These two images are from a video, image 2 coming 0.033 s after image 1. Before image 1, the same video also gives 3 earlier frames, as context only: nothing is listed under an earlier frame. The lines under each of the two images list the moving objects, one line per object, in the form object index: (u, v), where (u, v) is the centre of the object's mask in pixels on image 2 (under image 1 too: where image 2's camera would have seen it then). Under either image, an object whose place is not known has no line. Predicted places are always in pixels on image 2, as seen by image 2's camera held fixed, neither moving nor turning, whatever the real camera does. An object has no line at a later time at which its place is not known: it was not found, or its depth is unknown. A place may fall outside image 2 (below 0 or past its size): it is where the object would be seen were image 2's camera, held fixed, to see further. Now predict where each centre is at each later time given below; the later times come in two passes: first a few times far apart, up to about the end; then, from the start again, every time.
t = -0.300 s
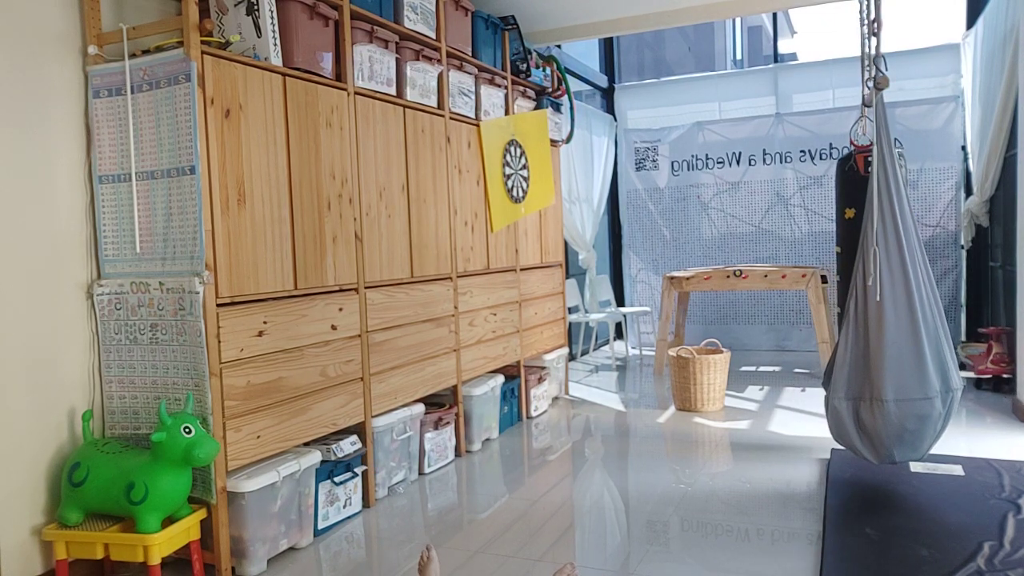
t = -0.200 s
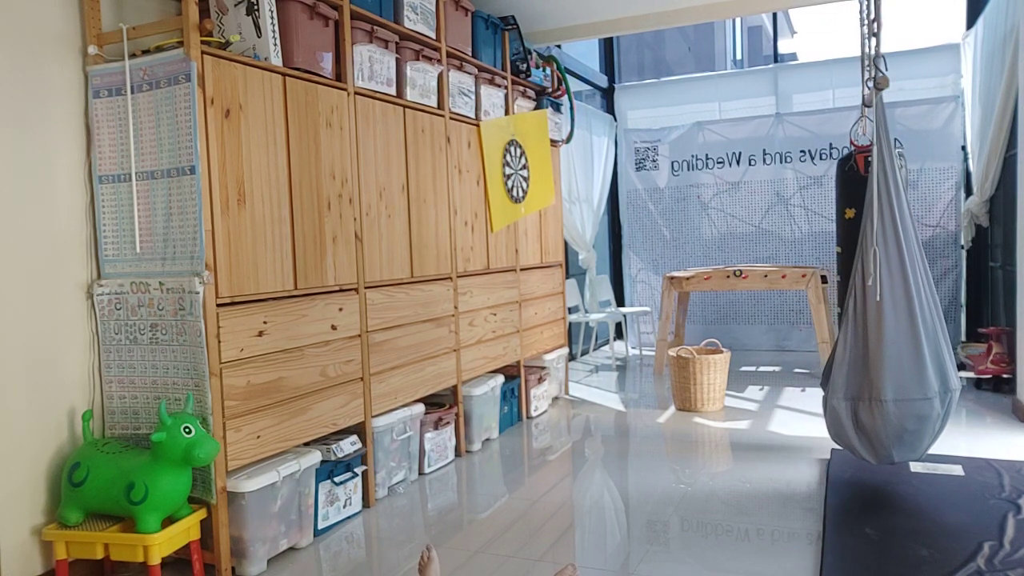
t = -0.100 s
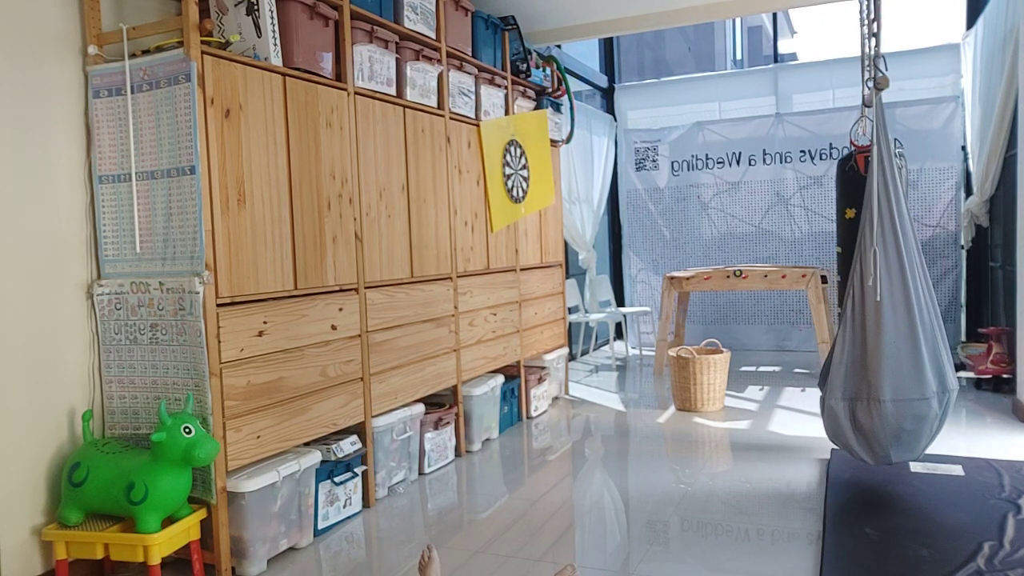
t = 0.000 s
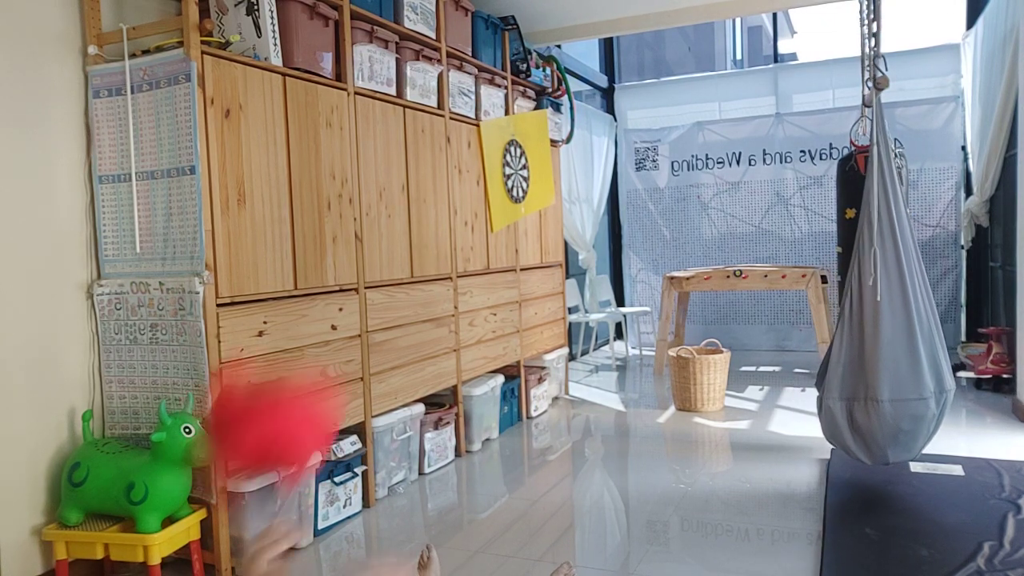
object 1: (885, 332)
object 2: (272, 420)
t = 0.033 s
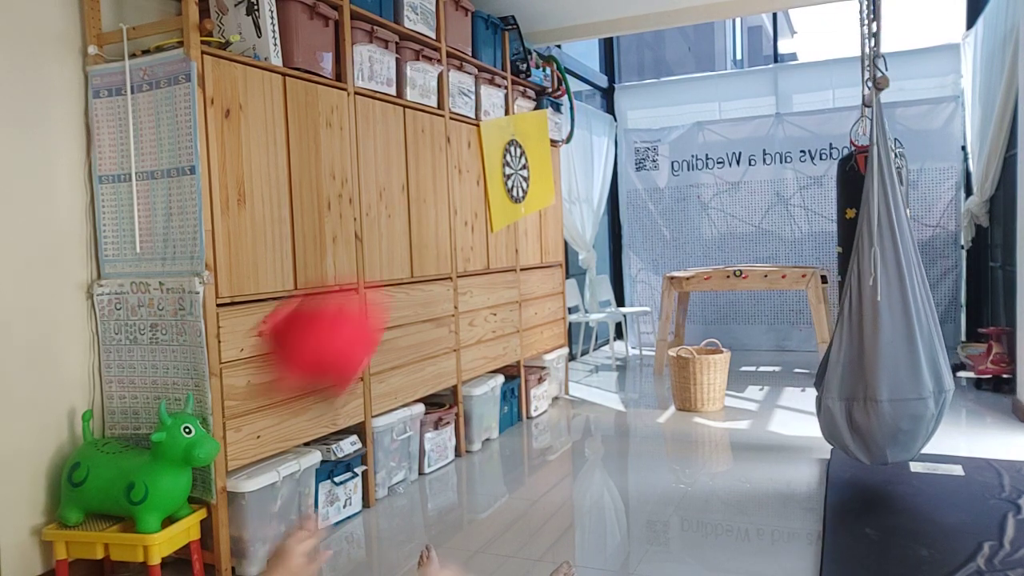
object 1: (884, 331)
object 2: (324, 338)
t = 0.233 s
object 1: (878, 332)
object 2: (522, 70)
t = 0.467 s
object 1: (870, 333)
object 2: (629, 45)
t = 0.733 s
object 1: (864, 333)
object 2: (695, 162)
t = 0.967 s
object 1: (862, 333)
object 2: (735, 314)
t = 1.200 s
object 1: (862, 333)
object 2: (752, 376)
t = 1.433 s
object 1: (867, 334)
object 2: (767, 365)
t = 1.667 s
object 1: (873, 335)
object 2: (776, 377)
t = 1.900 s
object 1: (881, 336)
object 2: (779, 374)
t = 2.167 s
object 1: (889, 337)
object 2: (783, 368)
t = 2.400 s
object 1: (892, 334)
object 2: (785, 365)
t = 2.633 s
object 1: (893, 334)
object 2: (772, 362)
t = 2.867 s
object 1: (889, 335)
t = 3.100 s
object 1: (884, 336)
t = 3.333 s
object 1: (877, 337)
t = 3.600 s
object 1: (869, 337)
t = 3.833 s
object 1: (864, 337)
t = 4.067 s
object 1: (863, 336)
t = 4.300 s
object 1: (864, 336)
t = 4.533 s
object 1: (869, 334)
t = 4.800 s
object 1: (876, 335)
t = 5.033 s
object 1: (883, 337)
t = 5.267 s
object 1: (888, 335)
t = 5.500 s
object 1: (891, 335)
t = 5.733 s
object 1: (891, 334)
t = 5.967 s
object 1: (888, 335)
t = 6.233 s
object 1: (882, 338)
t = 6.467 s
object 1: (875, 338)
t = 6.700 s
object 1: (869, 335)
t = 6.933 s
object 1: (865, 334)
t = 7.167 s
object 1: (864, 333)
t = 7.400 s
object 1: (866, 334)
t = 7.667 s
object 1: (871, 335)
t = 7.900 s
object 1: (878, 337)
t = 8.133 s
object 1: (884, 337)
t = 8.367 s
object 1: (888, 337)
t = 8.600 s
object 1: (890, 334)
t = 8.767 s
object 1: (890, 333)
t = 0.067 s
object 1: (883, 332)
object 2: (370, 263)
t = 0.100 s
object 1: (882, 331)
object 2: (406, 205)
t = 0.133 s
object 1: (881, 332)
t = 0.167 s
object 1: (880, 332)
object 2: (466, 123)
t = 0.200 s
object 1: (879, 332)
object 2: (499, 93)
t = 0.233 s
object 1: (878, 332)
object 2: (522, 70)
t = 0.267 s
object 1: (877, 332)
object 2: (539, 55)
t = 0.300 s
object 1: (875, 333)
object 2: (557, 43)
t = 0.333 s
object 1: (874, 332)
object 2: (572, 36)
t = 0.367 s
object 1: (873, 333)
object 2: (590, 35)
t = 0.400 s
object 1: (872, 333)
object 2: (605, 36)
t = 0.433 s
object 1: (871, 333)
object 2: (619, 40)
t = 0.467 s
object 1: (870, 333)
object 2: (629, 45)
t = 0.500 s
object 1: (869, 333)
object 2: (639, 52)
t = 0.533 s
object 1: (868, 333)
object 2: (649, 63)
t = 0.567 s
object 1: (868, 333)
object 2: (659, 77)
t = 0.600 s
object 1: (867, 333)
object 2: (668, 91)
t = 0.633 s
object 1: (866, 333)
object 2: (675, 107)
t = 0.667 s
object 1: (865, 333)
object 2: (682, 125)
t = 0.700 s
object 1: (865, 333)
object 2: (688, 143)
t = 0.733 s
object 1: (864, 333)
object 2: (695, 162)
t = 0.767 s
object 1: (863, 333)
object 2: (701, 182)
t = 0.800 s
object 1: (863, 333)
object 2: (708, 201)
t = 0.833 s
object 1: (862, 333)
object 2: (714, 224)
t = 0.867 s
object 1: (862, 333)
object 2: (720, 248)
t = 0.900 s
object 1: (862, 333)
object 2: (724, 270)
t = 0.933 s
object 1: (862, 333)
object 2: (728, 290)
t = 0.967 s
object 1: (862, 333)
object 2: (735, 314)
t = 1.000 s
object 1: (861, 333)
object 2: (740, 338)
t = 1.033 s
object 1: (861, 333)
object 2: (743, 363)
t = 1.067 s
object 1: (861, 333)
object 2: (745, 384)
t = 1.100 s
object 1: (862, 333)
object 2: (747, 406)
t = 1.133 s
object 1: (862, 333)
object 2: (751, 392)
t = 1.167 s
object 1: (862, 333)
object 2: (752, 383)
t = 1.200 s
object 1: (862, 333)
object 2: (752, 376)
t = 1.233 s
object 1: (863, 333)
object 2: (754, 369)
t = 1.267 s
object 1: (863, 334)
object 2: (757, 364)
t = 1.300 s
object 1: (864, 333)
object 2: (759, 362)
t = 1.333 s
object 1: (865, 334)
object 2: (761, 360)
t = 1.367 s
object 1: (865, 334)
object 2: (762, 359)
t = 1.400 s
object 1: (866, 334)
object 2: (764, 362)
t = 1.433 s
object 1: (867, 334)
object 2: (767, 365)
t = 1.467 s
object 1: (868, 334)
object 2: (769, 369)
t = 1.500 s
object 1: (868, 334)
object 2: (771, 375)
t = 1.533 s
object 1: (869, 334)
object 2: (772, 383)
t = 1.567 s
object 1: (870, 334)
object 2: (773, 386)
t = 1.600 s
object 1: (871, 334)
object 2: (774, 381)
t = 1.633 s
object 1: (872, 335)
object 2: (775, 378)
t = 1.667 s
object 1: (873, 335)
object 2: (776, 377)
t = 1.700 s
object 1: (874, 335)
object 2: (776, 377)
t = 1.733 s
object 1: (875, 335)
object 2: (777, 377)
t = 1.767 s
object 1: (877, 335)
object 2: (777, 379)
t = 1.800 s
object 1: (878, 336)
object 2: (778, 377)
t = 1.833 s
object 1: (879, 336)
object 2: (779, 374)
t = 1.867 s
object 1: (880, 336)
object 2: (779, 374)
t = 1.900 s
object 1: (881, 336)
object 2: (779, 374)
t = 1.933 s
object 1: (882, 336)
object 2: (780, 375)
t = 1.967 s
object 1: (883, 337)
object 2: (781, 374)
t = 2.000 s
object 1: (884, 337)
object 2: (781, 372)
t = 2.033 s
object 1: (885, 335)
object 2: (782, 372)
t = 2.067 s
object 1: (886, 337)
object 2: (783, 370)
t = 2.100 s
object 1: (887, 337)
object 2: (783, 369)
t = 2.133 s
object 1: (888, 337)
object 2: (783, 368)
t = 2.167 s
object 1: (889, 337)
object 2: (783, 368)
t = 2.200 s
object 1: (889, 336)
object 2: (784, 368)
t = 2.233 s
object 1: (890, 337)
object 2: (785, 367)
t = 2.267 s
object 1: (891, 335)
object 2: (784, 368)
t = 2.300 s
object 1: (891, 334)
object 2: (785, 367)
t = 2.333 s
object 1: (892, 335)
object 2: (786, 366)
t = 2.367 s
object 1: (892, 334)
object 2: (786, 366)
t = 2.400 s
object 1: (892, 334)
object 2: (785, 365)
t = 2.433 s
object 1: (892, 334)
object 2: (783, 365)
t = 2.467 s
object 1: (892, 333)
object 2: (781, 365)
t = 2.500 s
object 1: (893, 334)
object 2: (779, 364)
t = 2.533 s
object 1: (893, 333)
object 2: (778, 362)
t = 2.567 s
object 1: (893, 333)
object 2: (776, 362)
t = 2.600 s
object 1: (893, 334)
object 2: (774, 362)
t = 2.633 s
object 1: (893, 334)
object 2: (772, 362)
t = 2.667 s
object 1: (892, 334)
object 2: (771, 361)
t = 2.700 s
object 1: (892, 334)
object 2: (769, 362)
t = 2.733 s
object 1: (892, 334)
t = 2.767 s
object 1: (891, 334)
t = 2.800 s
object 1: (891, 334)
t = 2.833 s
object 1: (890, 334)
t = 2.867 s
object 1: (889, 335)
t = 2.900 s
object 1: (889, 335)
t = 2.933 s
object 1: (888, 335)
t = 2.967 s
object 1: (887, 336)
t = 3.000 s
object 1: (887, 335)
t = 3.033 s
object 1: (886, 336)
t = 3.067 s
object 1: (885, 336)
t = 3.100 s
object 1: (884, 336)
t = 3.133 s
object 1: (883, 336)
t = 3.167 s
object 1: (882, 338)
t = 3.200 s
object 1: (881, 337)
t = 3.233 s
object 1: (880, 338)
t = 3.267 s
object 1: (879, 337)
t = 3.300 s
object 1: (878, 337)
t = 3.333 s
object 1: (877, 337)
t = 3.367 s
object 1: (876, 337)
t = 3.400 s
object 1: (875, 338)
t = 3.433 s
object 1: (874, 338)
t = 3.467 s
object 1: (873, 336)
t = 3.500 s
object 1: (872, 337)
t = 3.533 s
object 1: (871, 337)
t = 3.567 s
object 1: (870, 337)
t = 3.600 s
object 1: (869, 337)
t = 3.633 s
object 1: (868, 337)
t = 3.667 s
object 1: (867, 336)
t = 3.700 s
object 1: (867, 336)
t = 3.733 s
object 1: (866, 336)
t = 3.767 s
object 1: (866, 336)
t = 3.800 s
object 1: (865, 337)
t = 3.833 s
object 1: (864, 337)
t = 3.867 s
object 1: (864, 336)
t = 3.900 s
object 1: (864, 336)
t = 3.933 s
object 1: (863, 336)
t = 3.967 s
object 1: (863, 336)
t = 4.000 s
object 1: (863, 336)
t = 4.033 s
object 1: (863, 336)
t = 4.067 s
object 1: (863, 336)
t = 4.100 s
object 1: (863, 336)
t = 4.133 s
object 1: (863, 336)
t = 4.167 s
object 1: (863, 336)
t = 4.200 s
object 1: (863, 336)
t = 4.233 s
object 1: (863, 336)
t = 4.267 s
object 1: (864, 336)
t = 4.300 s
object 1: (864, 336)
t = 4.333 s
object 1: (865, 336)
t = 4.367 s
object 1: (865, 336)
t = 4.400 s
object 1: (866, 335)
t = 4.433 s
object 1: (866, 334)
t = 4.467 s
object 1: (867, 333)
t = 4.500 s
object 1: (868, 333)
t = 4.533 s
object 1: (869, 334)
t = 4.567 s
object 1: (869, 334)
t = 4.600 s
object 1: (870, 334)
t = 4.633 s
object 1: (871, 334)
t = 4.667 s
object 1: (872, 335)
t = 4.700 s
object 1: (873, 335)
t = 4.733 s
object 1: (874, 335)
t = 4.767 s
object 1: (875, 335)
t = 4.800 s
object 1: (876, 335)
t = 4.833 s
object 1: (877, 337)
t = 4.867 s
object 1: (878, 337)
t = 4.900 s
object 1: (879, 337)
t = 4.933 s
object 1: (880, 337)
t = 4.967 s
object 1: (881, 337)
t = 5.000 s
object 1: (882, 337)
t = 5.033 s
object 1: (883, 337)
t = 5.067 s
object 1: (884, 337)
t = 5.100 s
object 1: (885, 337)
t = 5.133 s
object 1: (886, 337)
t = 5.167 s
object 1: (886, 336)
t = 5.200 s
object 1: (887, 336)
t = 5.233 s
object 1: (888, 336)
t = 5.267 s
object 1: (888, 335)
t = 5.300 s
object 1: (889, 336)
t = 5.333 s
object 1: (890, 335)
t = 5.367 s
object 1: (890, 334)
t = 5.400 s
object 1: (890, 334)
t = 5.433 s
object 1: (891, 334)
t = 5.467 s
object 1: (891, 336)
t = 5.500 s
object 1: (891, 335)
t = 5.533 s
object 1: (891, 334)
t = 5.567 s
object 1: (891, 334)
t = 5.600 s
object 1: (891, 334)
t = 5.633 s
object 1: (891, 334)
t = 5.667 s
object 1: (891, 334)
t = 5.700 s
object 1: (891, 334)
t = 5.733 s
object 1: (891, 334)
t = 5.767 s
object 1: (891, 334)
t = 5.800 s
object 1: (891, 334)
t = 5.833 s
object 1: (890, 334)
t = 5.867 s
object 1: (890, 335)
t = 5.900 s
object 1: (889, 335)
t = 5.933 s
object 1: (888, 335)
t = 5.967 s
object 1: (888, 335)
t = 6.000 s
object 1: (887, 336)
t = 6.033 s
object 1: (886, 336)
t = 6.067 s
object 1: (886, 336)
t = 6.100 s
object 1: (885, 336)
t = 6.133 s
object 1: (884, 338)
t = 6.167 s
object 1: (883, 338)
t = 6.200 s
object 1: (882, 338)
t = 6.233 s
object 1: (882, 338)
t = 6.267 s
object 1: (881, 338)
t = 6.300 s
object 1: (880, 338)
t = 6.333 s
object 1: (879, 338)
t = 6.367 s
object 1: (878, 337)
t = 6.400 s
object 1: (877, 336)
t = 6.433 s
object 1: (876, 338)
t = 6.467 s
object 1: (875, 338)
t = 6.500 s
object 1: (874, 337)
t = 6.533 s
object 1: (873, 337)
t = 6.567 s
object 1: (872, 337)
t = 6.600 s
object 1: (871, 336)
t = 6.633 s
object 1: (871, 335)
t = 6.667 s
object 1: (870, 336)
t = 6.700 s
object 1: (869, 335)
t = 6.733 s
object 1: (868, 336)
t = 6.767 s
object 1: (868, 335)
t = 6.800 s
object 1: (867, 334)
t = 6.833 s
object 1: (867, 334)
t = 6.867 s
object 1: (866, 334)
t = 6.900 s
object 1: (866, 334)
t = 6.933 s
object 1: (865, 334)
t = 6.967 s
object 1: (865, 334)
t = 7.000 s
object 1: (865, 334)
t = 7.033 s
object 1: (865, 333)
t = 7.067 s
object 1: (864, 335)
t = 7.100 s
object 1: (864, 334)
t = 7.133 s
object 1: (864, 333)
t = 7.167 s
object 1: (864, 333)
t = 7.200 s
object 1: (864, 333)
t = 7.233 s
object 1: (864, 333)
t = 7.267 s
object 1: (864, 333)
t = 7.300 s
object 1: (865, 335)
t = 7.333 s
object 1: (865, 333)
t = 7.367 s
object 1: (865, 335)
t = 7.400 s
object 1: (866, 334)
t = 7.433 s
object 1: (867, 334)
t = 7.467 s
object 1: (867, 333)
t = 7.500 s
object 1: (868, 333)
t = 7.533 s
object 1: (868, 334)
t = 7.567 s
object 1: (869, 334)
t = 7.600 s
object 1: (870, 334)
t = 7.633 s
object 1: (870, 334)
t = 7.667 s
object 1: (871, 335)
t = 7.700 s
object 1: (872, 334)
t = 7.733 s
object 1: (873, 335)
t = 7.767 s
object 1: (874, 336)
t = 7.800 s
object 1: (875, 337)
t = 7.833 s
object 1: (876, 337)
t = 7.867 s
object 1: (877, 337)
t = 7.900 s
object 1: (878, 337)
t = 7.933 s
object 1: (879, 337)
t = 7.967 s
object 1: (879, 337)
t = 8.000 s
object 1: (880, 337)
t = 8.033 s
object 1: (881, 337)
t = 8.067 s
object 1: (882, 337)
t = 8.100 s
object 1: (883, 336)
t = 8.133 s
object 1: (884, 337)
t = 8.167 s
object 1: (884, 336)
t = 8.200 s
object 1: (885, 337)
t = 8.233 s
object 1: (886, 337)
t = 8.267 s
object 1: (887, 336)
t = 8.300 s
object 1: (887, 337)
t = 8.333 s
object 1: (888, 337)
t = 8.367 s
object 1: (888, 337)
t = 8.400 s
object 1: (889, 337)
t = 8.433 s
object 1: (889, 336)
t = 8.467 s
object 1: (890, 335)
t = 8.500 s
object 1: (890, 335)
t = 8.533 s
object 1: (890, 335)
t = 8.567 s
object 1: (890, 335)
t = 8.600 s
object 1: (890, 334)
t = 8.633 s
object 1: (890, 334)
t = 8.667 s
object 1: (890, 335)
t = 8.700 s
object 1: (890, 333)
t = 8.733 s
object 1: (890, 335)
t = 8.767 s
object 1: (890, 333)
